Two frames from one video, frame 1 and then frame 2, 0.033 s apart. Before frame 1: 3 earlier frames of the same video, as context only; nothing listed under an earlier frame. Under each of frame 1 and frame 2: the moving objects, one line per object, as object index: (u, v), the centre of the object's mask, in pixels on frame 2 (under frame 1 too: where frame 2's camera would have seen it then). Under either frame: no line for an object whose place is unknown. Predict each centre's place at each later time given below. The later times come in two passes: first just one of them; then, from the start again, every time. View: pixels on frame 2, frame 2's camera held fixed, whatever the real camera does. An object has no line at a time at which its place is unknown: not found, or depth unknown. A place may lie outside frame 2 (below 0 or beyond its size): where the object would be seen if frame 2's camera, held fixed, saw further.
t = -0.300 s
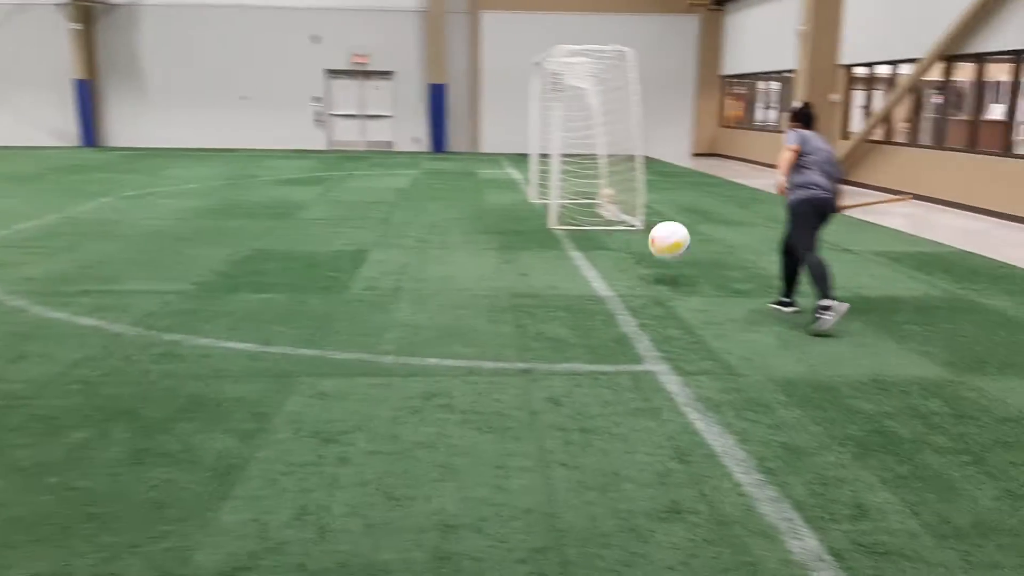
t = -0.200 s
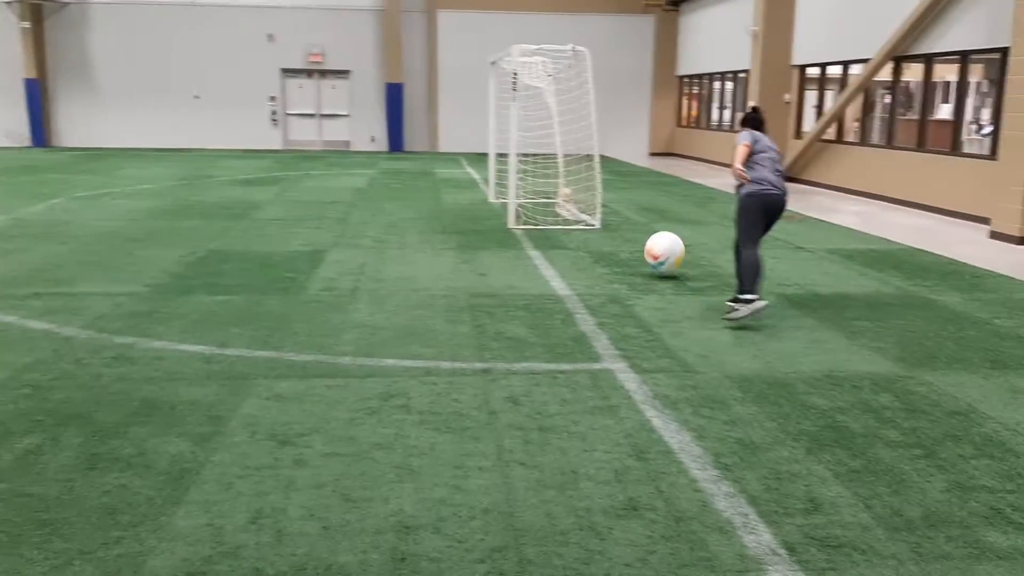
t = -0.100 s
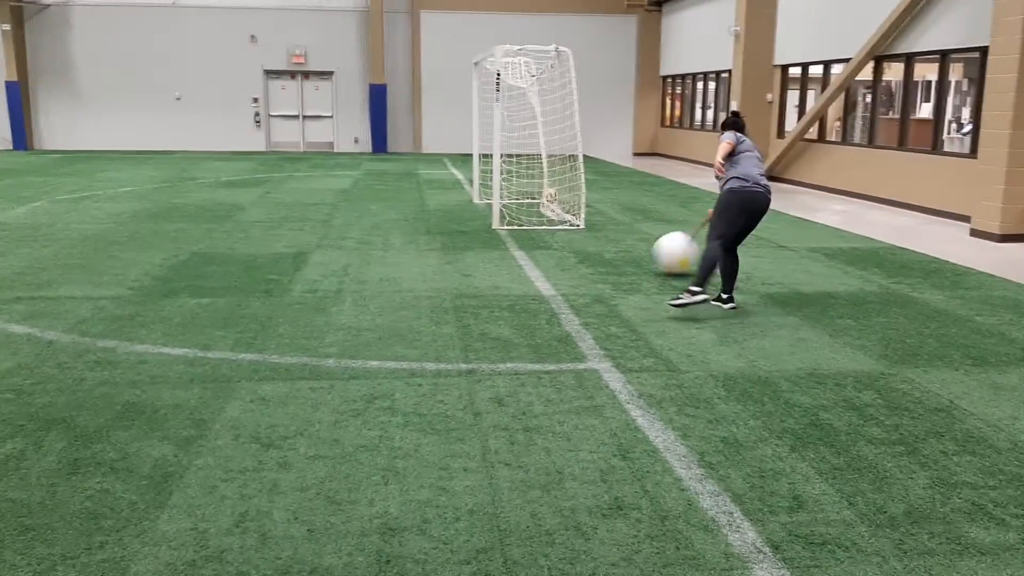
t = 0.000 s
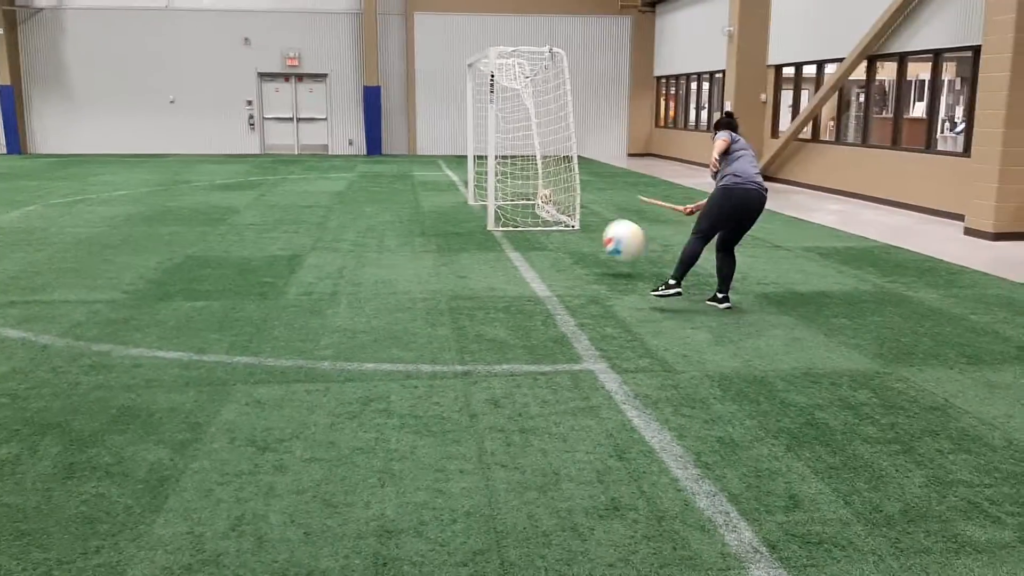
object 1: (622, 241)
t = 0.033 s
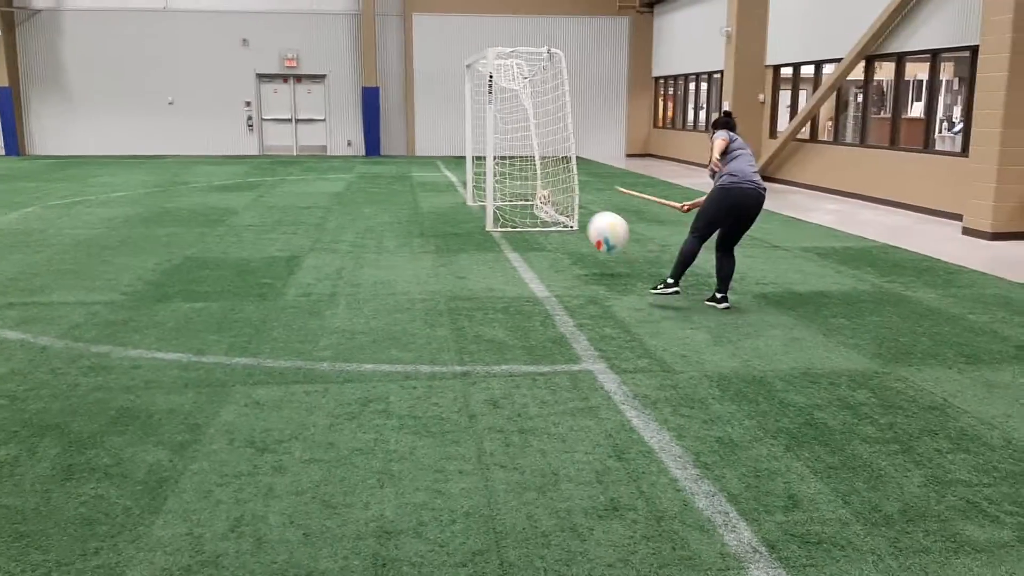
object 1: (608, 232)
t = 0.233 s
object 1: (520, 209)
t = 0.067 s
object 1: (594, 224)
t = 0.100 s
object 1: (579, 216)
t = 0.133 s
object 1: (563, 212)
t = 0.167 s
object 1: (548, 210)
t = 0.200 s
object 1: (534, 209)
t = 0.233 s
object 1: (520, 209)
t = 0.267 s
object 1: (507, 210)
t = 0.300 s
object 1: (494, 211)
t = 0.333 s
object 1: (481, 213)
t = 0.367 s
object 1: (467, 216)
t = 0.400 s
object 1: (453, 222)
